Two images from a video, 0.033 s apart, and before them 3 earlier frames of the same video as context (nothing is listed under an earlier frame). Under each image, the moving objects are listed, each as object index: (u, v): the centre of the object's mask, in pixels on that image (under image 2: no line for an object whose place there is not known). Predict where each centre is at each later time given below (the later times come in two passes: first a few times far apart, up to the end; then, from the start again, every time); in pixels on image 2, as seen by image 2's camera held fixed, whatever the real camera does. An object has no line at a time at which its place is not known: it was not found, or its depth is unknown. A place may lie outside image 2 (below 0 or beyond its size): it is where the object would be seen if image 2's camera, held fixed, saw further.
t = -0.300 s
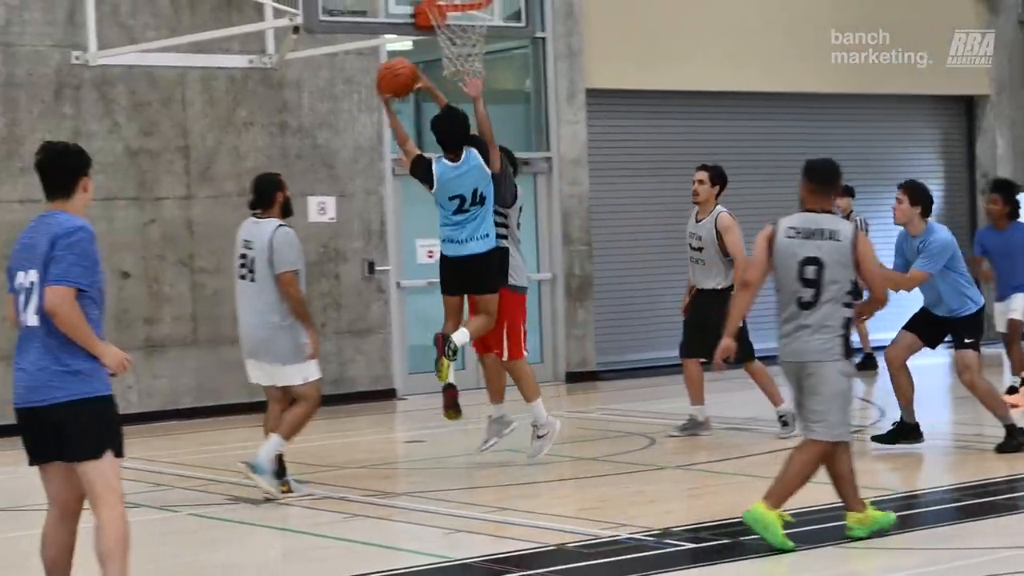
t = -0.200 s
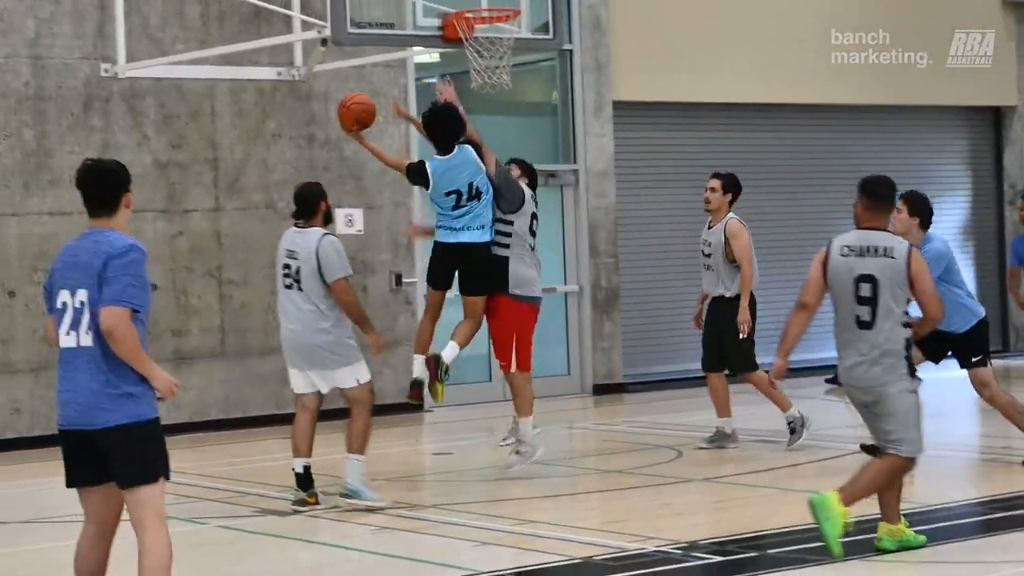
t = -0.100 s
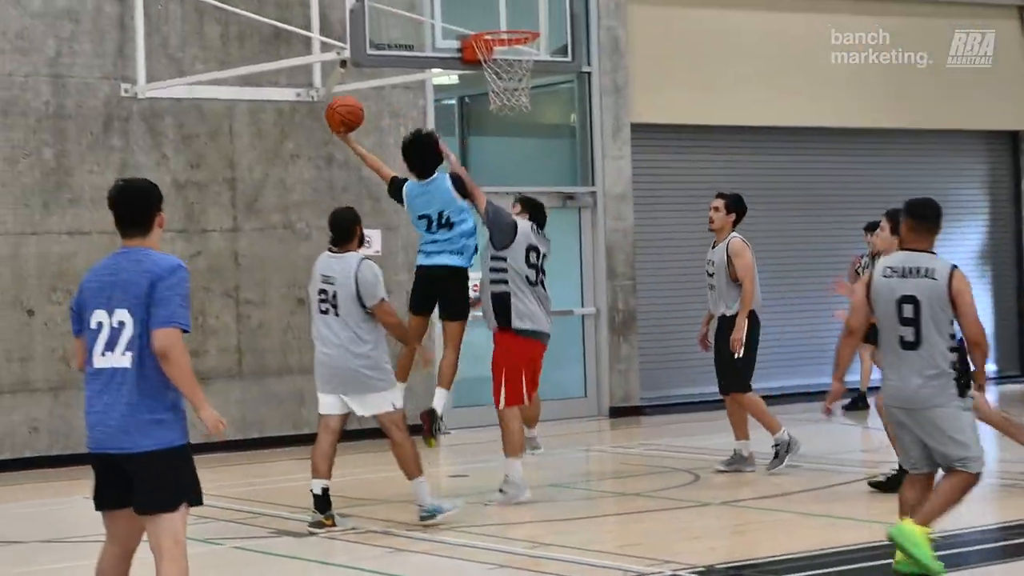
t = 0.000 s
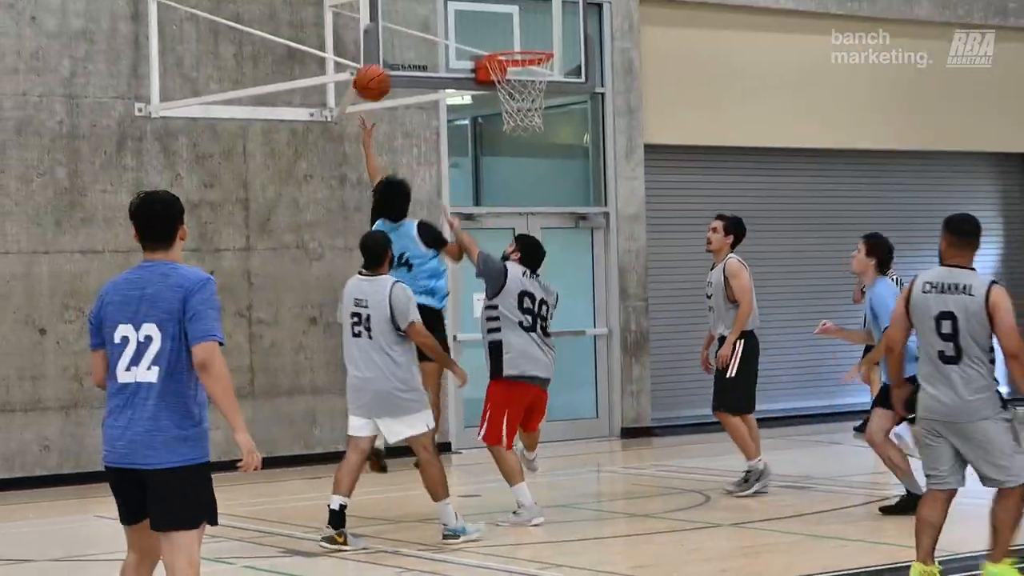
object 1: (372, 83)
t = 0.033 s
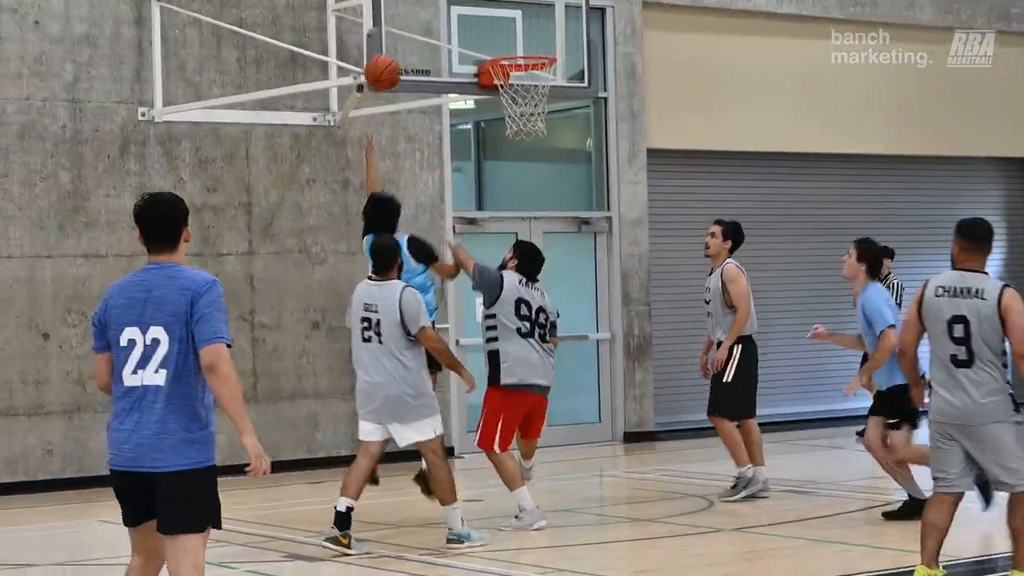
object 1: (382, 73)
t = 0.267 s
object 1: (432, 21)
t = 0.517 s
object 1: (511, 40)
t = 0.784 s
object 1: (531, 63)
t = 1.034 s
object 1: (515, 131)
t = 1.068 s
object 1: (515, 143)
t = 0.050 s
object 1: (386, 66)
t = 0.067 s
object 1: (389, 61)
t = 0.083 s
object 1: (393, 54)
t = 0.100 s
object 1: (396, 49)
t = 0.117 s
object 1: (399, 45)
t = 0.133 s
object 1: (403, 41)
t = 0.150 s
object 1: (406, 37)
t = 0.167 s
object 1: (410, 33)
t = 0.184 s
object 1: (413, 30)
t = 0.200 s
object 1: (416, 28)
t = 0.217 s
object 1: (420, 25)
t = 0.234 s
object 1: (423, 24)
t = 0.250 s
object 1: (426, 23)
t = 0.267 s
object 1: (432, 21)
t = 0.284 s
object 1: (437, 21)
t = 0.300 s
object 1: (443, 20)
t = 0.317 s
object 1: (449, 20)
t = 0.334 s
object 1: (455, 21)
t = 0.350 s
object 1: (460, 21)
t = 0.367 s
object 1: (466, 22)
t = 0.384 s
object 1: (472, 24)
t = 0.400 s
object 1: (478, 26)
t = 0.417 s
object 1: (483, 29)
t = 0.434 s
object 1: (489, 31)
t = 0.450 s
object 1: (494, 35)
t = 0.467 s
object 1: (500, 38)
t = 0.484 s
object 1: (506, 41)
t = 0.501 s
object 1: (509, 41)
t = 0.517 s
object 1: (511, 40)
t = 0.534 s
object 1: (514, 40)
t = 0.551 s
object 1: (516, 40)
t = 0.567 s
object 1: (519, 40)
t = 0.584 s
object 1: (521, 41)
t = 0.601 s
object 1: (524, 42)
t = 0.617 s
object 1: (527, 43)
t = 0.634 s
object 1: (529, 44)
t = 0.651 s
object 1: (532, 45)
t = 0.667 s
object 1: (535, 46)
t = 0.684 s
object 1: (537, 48)
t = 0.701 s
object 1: (537, 49)
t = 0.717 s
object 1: (536, 56)
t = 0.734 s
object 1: (534, 57)
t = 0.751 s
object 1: (533, 58)
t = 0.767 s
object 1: (532, 60)
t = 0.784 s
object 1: (531, 63)
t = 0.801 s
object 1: (530, 65)
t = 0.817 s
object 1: (529, 68)
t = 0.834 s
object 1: (528, 72)
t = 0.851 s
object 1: (527, 79)
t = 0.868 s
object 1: (526, 80)
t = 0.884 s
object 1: (526, 83)
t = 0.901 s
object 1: (525, 88)
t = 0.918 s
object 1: (523, 93)
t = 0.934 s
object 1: (521, 100)
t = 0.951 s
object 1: (519, 103)
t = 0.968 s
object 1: (518, 108)
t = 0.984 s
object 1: (517, 113)
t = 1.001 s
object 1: (517, 119)
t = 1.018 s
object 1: (516, 125)
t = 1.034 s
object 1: (515, 131)
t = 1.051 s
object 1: (515, 139)
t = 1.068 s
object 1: (515, 143)
